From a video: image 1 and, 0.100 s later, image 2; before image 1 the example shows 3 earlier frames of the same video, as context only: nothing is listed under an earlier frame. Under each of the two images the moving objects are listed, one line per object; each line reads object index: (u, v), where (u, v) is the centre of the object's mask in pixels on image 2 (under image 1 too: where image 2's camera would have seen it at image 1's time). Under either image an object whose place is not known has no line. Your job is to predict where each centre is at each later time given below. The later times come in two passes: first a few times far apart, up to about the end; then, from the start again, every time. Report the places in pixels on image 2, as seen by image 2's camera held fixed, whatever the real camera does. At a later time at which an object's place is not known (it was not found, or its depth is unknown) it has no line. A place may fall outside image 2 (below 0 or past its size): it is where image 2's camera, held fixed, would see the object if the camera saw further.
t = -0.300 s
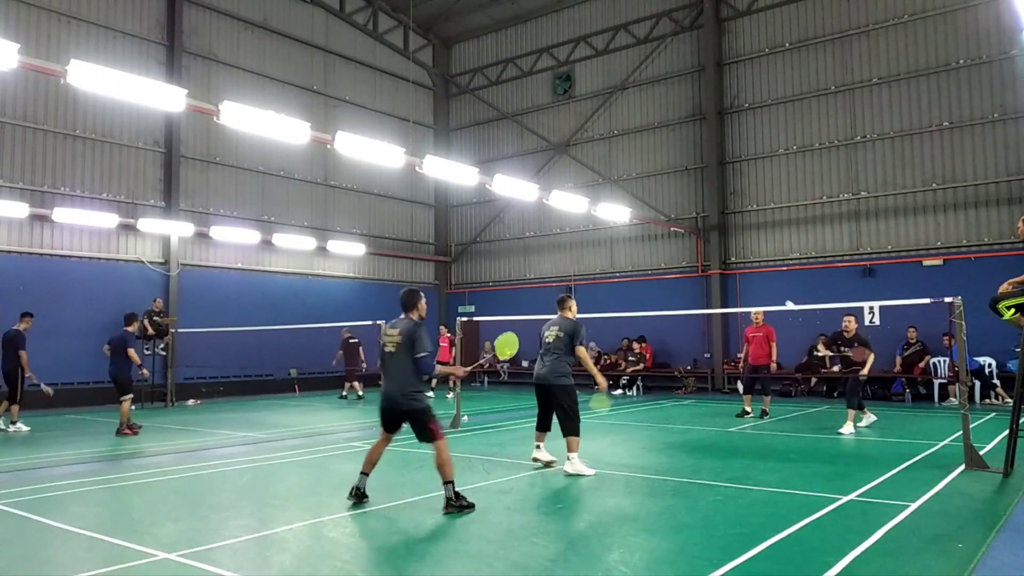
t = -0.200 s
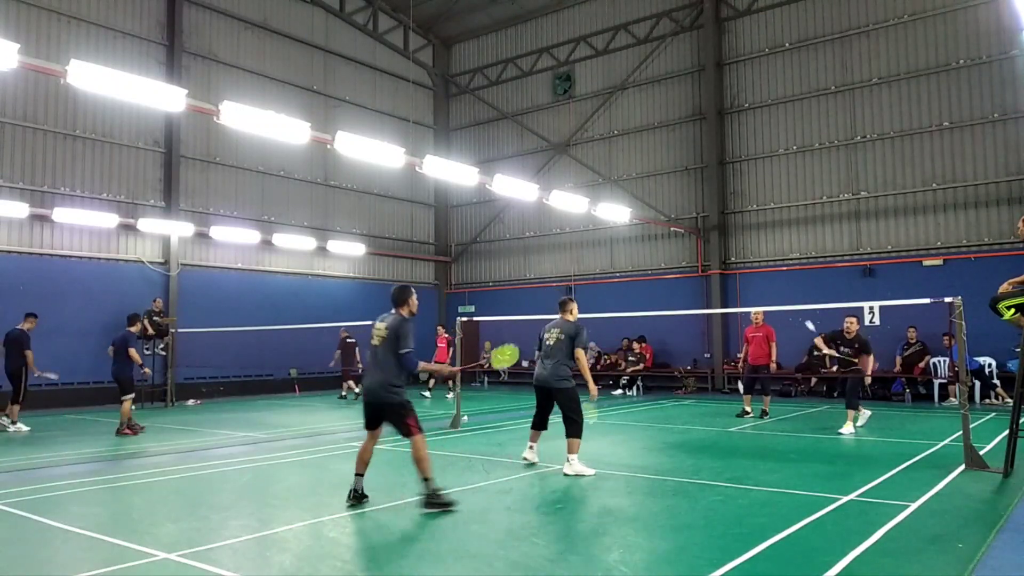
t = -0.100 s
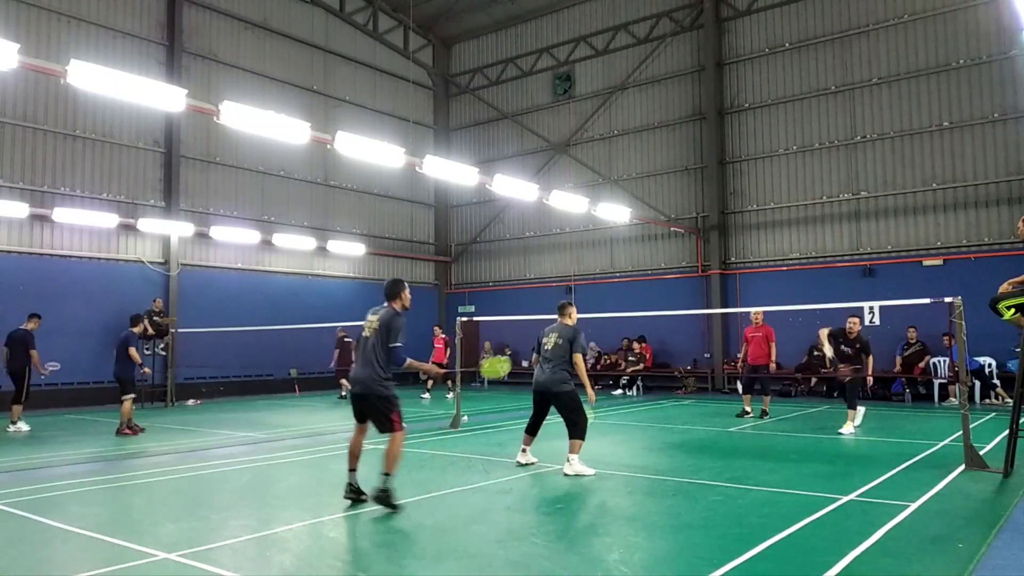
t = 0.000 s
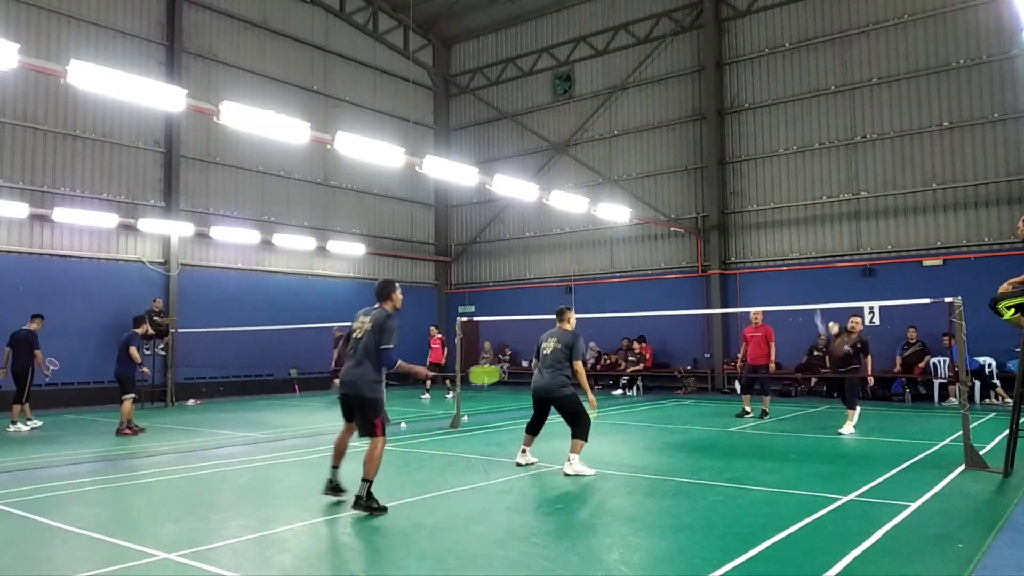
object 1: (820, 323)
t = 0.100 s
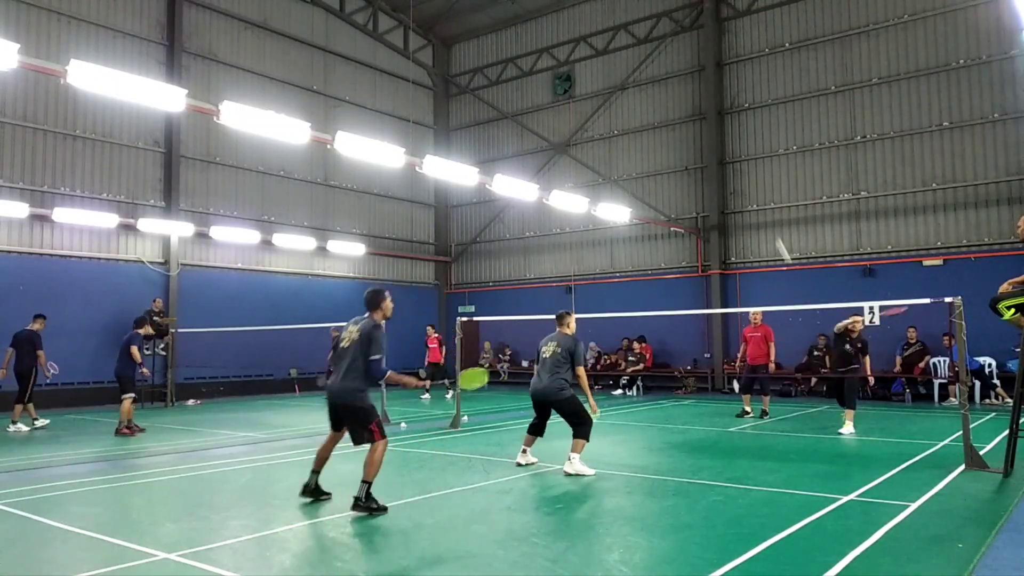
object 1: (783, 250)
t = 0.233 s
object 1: (739, 173)
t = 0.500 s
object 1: (651, 80)
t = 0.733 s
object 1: (570, 65)
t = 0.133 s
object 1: (772, 229)
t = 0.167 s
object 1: (762, 209)
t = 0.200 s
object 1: (750, 190)
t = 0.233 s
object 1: (739, 173)
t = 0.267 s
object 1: (728, 157)
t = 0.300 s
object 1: (716, 141)
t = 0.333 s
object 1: (706, 129)
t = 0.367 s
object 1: (695, 117)
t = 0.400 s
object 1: (684, 106)
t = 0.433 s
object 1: (673, 95)
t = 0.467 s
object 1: (662, 87)
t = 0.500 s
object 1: (651, 80)
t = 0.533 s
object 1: (640, 74)
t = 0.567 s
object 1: (629, 68)
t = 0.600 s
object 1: (617, 65)
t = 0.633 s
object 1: (606, 63)
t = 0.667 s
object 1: (594, 62)
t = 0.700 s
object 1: (582, 63)
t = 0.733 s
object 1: (570, 65)
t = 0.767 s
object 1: (557, 69)
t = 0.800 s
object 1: (545, 75)
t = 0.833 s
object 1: (533, 82)
